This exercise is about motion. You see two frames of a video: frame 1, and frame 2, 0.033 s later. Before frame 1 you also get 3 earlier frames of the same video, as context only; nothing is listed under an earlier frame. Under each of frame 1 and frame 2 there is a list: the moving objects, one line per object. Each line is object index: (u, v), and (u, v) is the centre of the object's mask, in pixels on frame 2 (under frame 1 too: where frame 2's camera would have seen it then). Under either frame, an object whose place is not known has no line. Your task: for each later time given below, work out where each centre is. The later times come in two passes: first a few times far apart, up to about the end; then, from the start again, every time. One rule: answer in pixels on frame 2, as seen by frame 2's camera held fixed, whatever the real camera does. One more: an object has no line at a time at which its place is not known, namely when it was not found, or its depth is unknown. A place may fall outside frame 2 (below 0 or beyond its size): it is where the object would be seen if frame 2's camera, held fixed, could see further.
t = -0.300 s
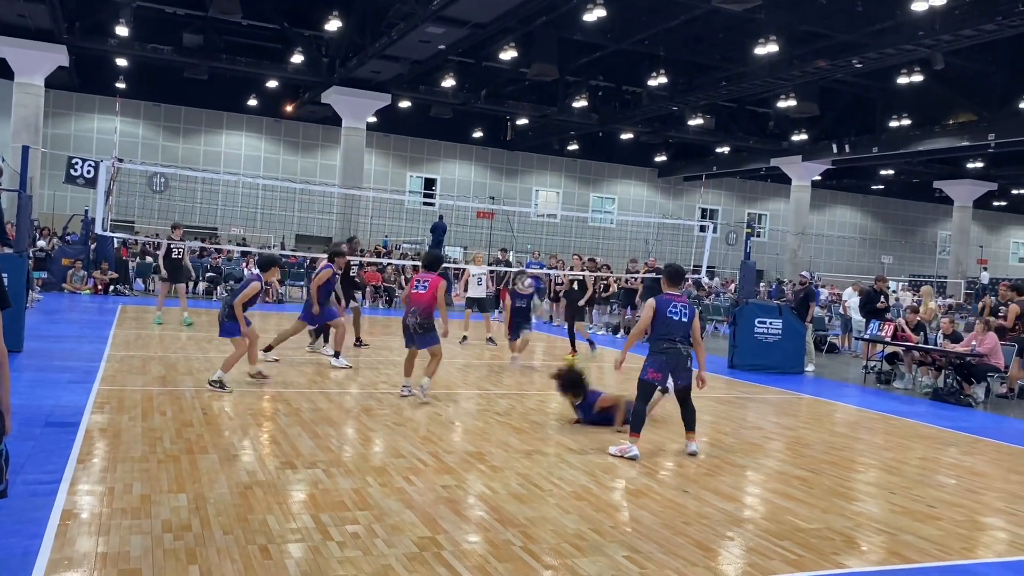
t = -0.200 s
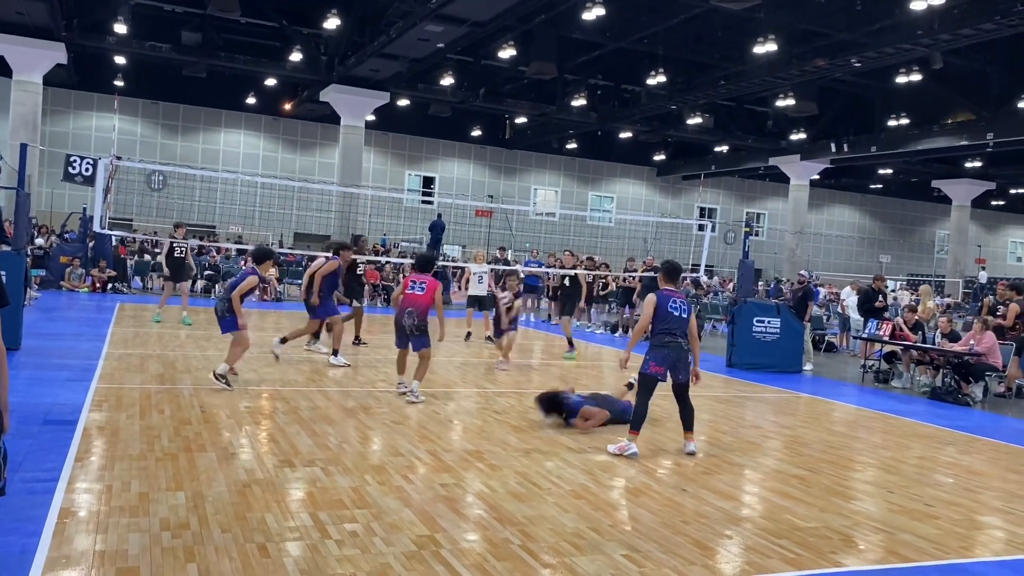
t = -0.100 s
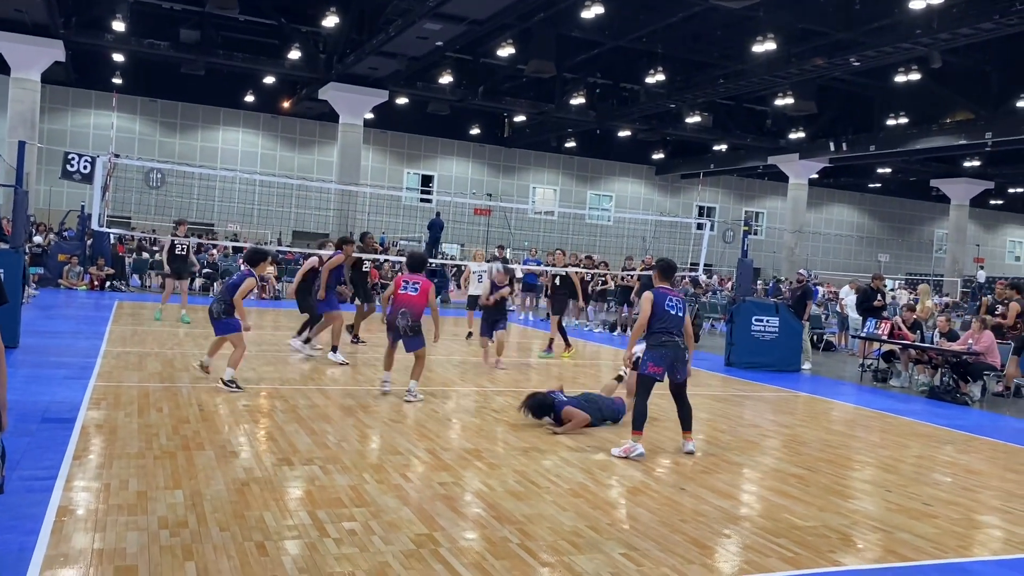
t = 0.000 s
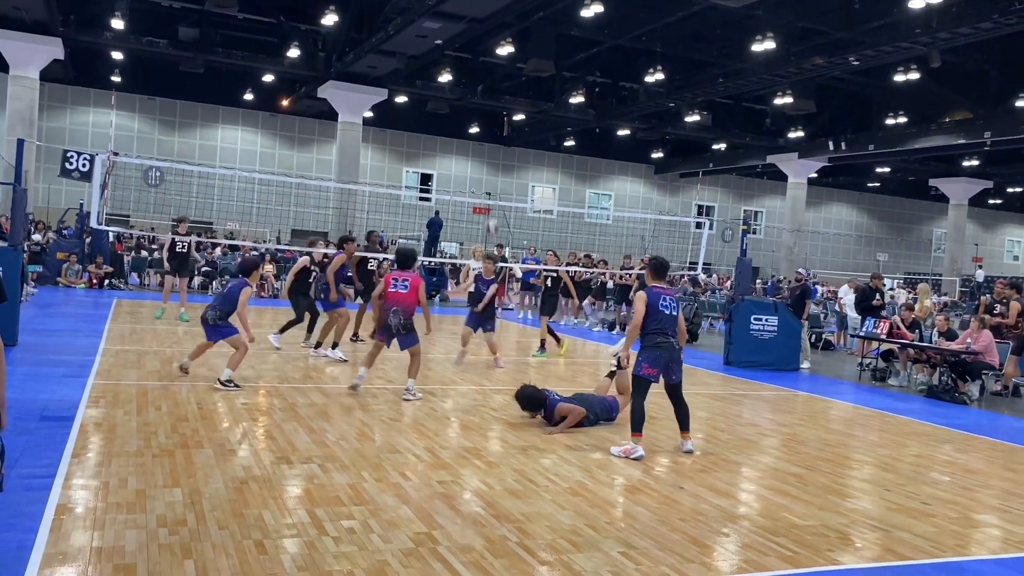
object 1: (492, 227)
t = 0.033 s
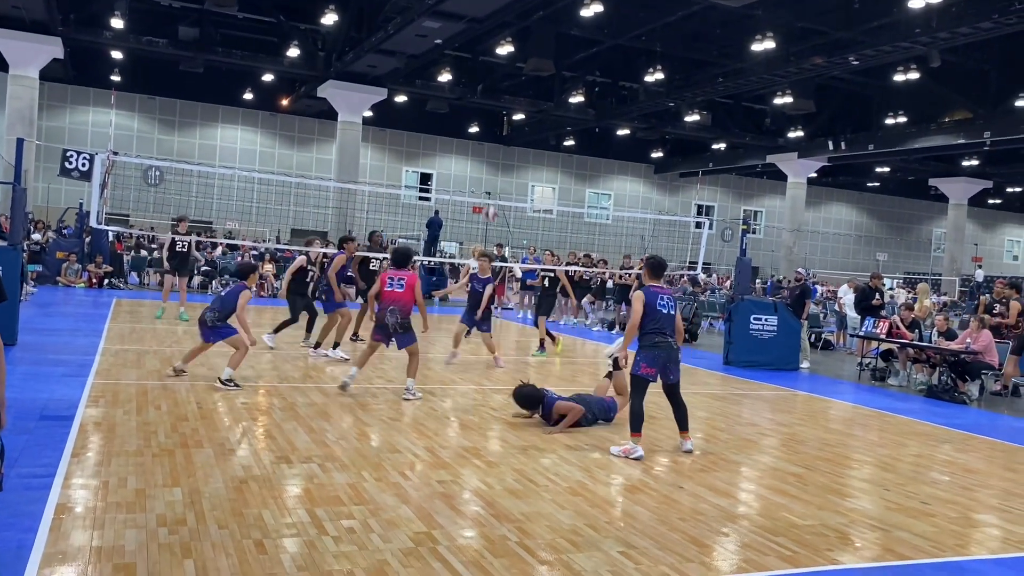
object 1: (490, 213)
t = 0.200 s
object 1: (483, 159)
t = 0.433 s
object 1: (467, 114)
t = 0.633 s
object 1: (449, 109)
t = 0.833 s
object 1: (425, 142)
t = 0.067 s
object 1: (490, 204)
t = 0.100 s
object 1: (488, 189)
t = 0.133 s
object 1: (486, 180)
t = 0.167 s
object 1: (484, 168)
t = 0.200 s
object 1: (483, 159)
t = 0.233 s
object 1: (481, 151)
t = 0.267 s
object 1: (478, 143)
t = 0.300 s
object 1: (476, 135)
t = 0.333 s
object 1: (474, 129)
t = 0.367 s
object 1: (472, 123)
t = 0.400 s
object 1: (469, 118)
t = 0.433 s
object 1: (467, 114)
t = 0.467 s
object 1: (464, 111)
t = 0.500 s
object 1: (461, 108)
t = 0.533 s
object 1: (458, 107)
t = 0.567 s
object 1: (455, 107)
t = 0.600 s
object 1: (452, 107)
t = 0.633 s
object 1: (449, 109)
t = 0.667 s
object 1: (445, 112)
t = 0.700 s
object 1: (441, 116)
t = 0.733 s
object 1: (438, 121)
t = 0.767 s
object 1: (434, 126)
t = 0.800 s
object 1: (430, 134)
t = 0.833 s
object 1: (425, 142)
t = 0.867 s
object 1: (421, 151)
